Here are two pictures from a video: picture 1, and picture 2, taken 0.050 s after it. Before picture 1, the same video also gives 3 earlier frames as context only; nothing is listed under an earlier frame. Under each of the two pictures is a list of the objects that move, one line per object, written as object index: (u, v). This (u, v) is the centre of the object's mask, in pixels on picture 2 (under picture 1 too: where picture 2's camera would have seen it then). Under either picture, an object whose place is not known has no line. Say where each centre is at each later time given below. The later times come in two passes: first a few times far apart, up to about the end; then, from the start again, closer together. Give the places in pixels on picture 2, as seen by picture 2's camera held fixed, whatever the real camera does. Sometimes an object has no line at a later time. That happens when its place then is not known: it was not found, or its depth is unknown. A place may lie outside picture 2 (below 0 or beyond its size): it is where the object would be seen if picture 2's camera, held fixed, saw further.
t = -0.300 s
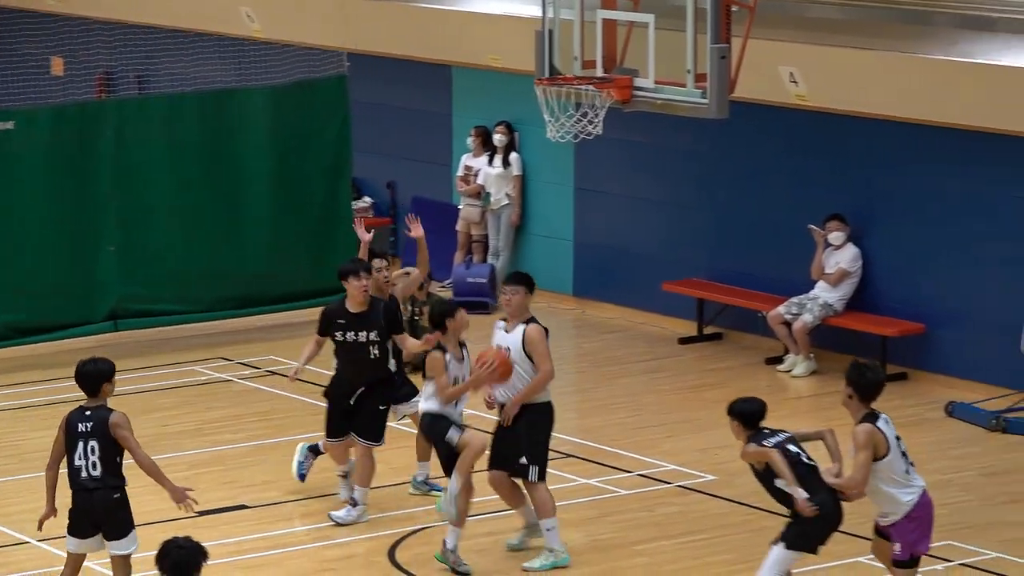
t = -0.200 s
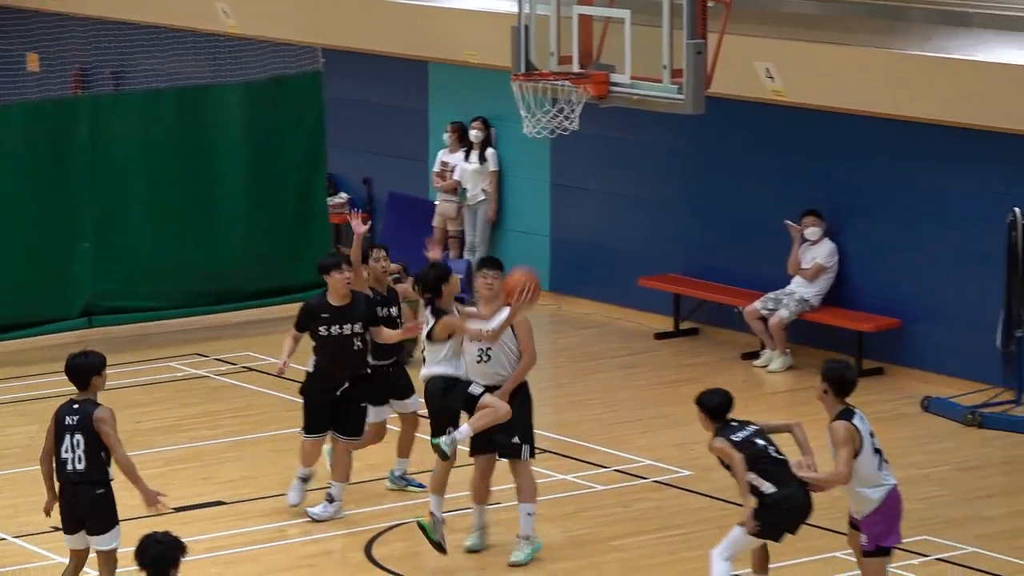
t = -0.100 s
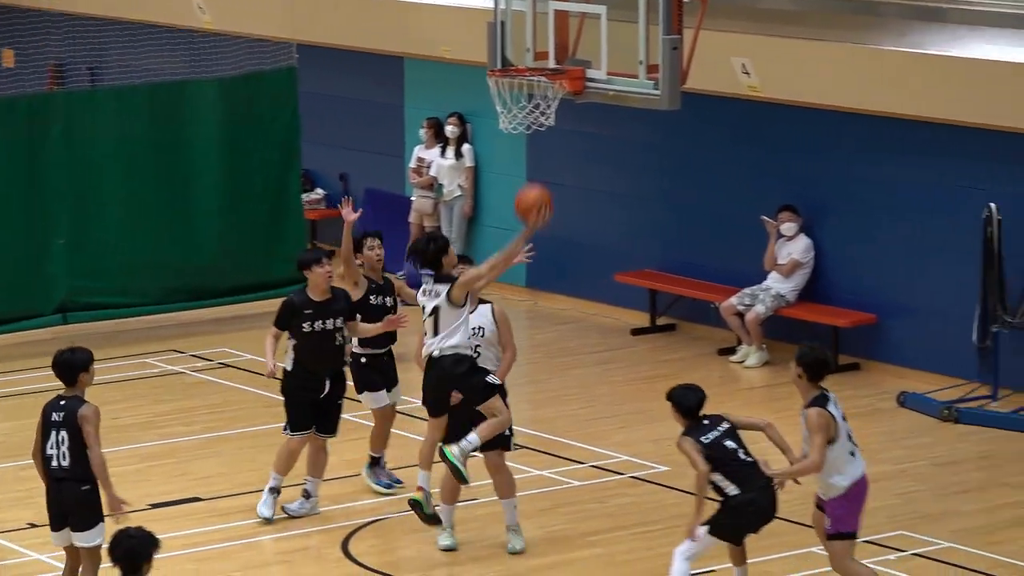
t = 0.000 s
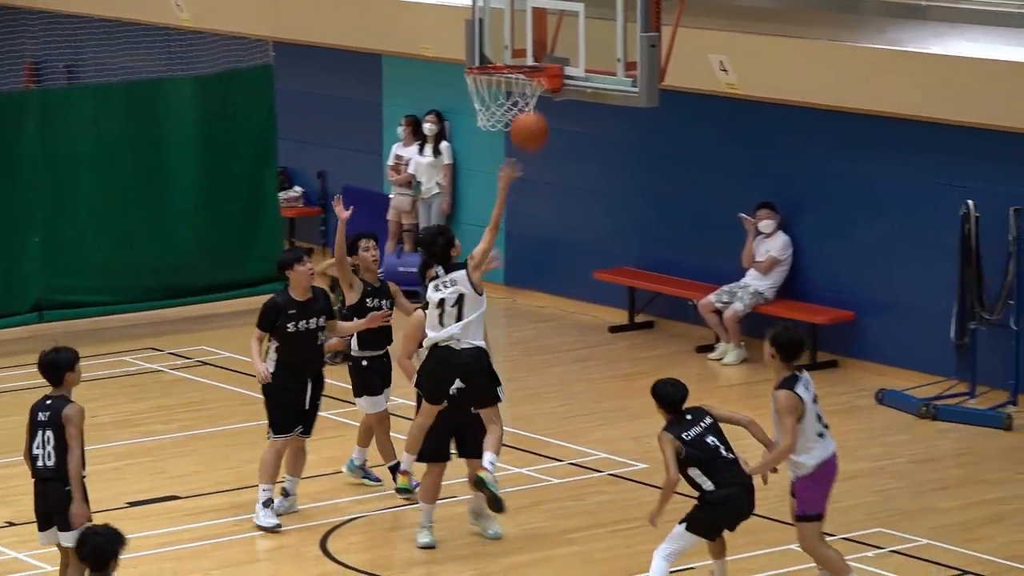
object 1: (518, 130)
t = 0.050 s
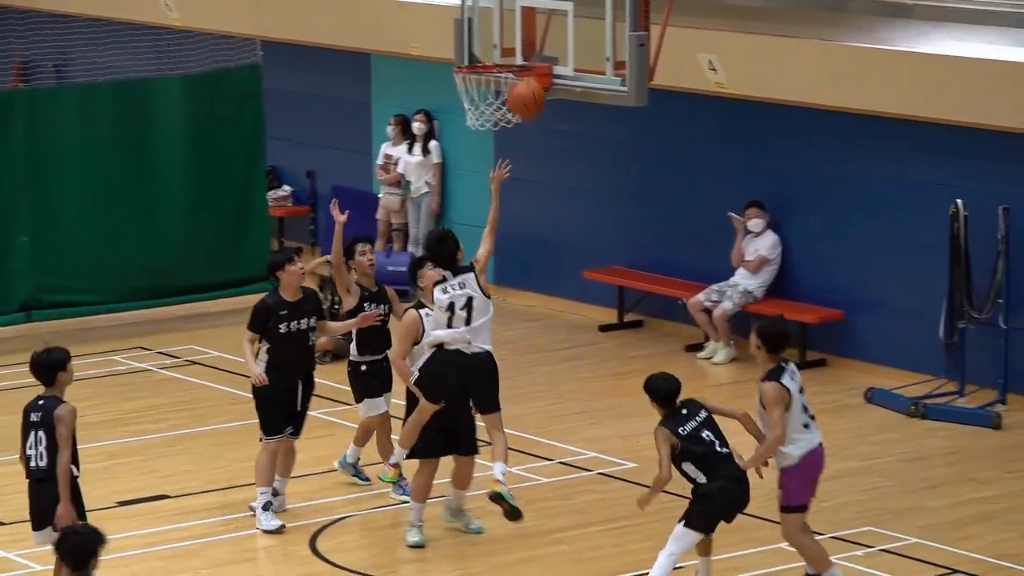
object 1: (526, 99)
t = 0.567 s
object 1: (524, 19)
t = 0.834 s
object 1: (496, 38)
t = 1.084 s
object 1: (484, 94)
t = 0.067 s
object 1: (528, 89)
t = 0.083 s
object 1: (533, 80)
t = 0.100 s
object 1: (533, 73)
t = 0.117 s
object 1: (536, 64)
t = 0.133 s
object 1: (538, 57)
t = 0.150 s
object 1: (541, 48)
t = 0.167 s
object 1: (542, 43)
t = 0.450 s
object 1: (548, 5)
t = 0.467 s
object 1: (545, 4)
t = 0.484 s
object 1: (541, 6)
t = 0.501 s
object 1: (538, 6)
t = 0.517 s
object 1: (535, 8)
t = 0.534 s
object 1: (531, 11)
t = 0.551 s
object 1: (527, 15)
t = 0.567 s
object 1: (524, 19)
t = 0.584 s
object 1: (520, 23)
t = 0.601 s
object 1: (517, 27)
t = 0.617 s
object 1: (514, 32)
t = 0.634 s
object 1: (512, 39)
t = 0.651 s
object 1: (507, 45)
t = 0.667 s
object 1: (504, 52)
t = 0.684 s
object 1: (503, 51)
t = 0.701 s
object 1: (502, 48)
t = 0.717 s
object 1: (501, 45)
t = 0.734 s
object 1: (501, 43)
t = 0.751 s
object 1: (500, 40)
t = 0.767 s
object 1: (499, 39)
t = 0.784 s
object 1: (498, 39)
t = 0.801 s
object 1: (497, 38)
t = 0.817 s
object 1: (497, 37)
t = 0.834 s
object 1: (496, 38)
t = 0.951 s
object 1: (490, 50)
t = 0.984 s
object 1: (489, 59)
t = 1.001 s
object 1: (488, 64)
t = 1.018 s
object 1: (487, 68)
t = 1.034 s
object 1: (486, 74)
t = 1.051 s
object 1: (485, 80)
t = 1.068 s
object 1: (484, 87)
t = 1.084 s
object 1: (484, 94)
